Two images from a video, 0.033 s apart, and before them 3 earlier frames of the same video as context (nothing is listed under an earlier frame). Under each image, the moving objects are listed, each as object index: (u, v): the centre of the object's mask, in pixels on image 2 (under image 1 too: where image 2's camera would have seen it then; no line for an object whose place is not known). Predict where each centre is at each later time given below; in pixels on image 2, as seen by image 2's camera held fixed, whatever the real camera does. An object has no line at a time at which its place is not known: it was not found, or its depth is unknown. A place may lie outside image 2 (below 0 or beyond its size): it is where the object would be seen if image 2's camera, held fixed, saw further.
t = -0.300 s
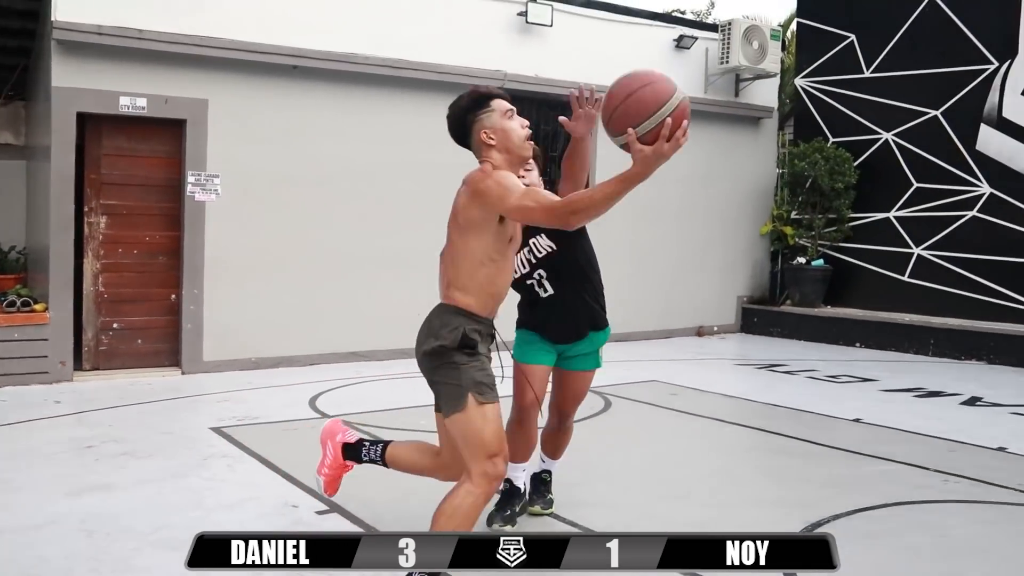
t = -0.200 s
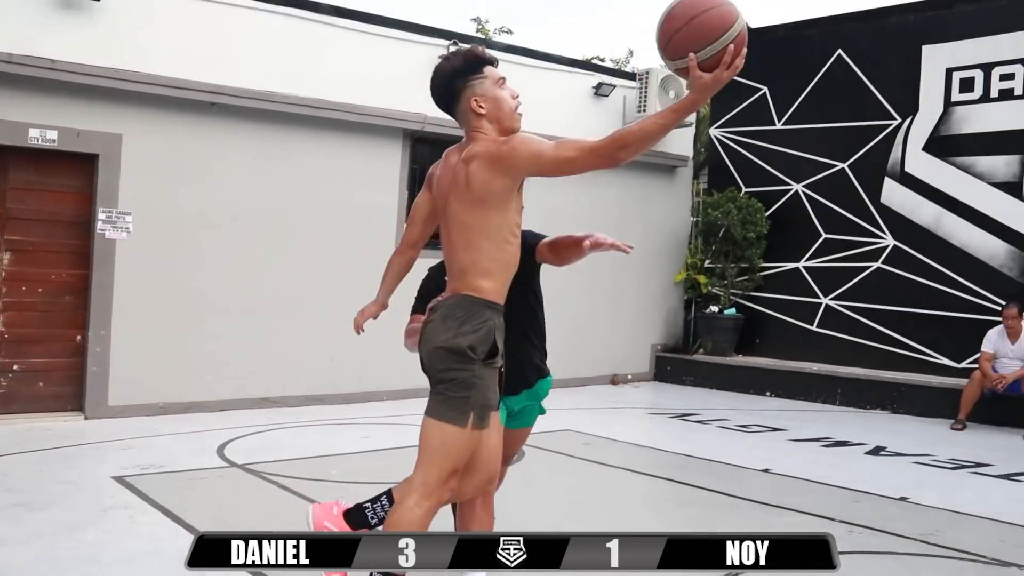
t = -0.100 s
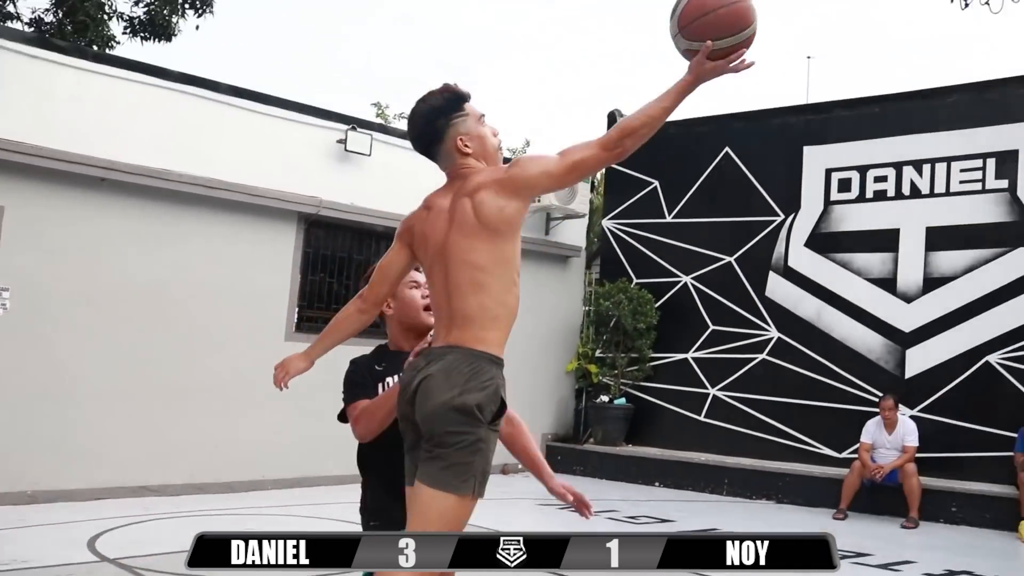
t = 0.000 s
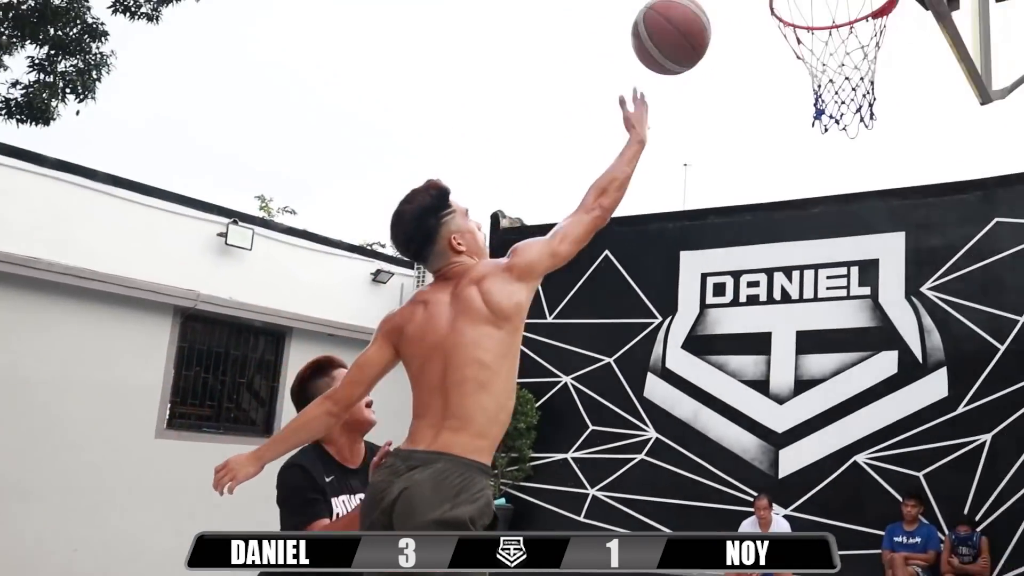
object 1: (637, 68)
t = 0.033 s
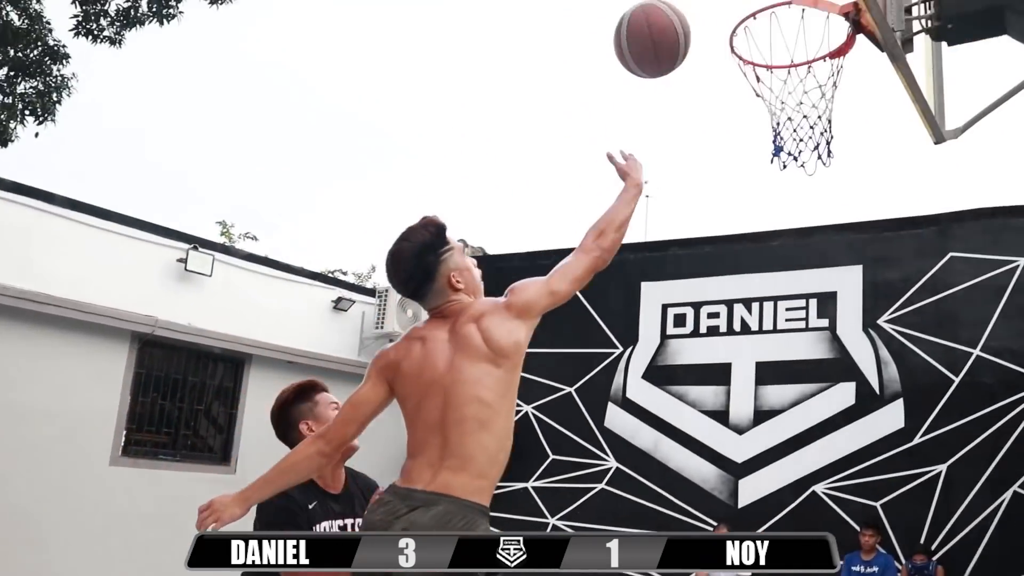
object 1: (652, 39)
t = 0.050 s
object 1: (660, 26)
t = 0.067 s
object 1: (667, 15)
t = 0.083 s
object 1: (674, 4)
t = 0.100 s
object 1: (681, -7)
